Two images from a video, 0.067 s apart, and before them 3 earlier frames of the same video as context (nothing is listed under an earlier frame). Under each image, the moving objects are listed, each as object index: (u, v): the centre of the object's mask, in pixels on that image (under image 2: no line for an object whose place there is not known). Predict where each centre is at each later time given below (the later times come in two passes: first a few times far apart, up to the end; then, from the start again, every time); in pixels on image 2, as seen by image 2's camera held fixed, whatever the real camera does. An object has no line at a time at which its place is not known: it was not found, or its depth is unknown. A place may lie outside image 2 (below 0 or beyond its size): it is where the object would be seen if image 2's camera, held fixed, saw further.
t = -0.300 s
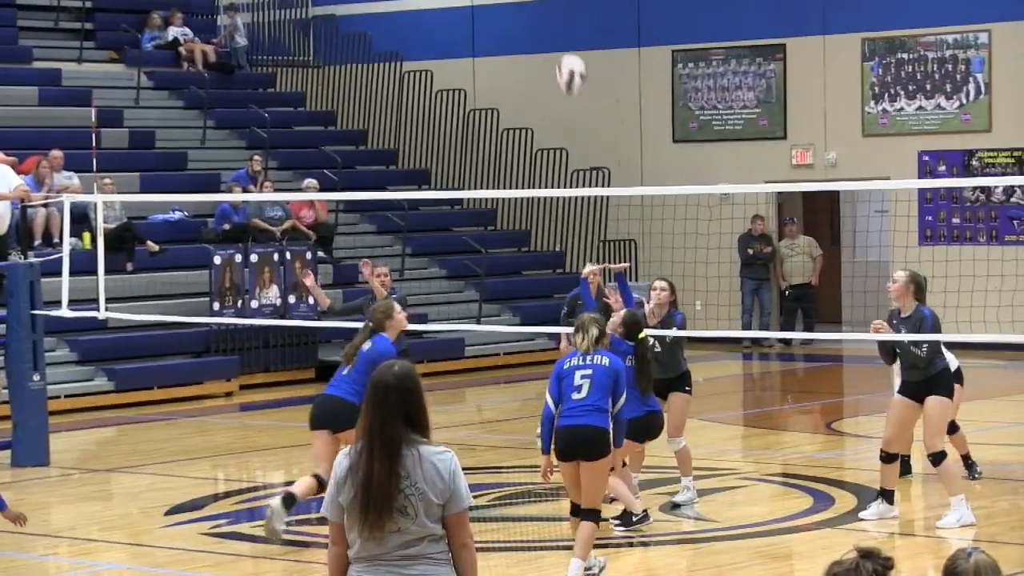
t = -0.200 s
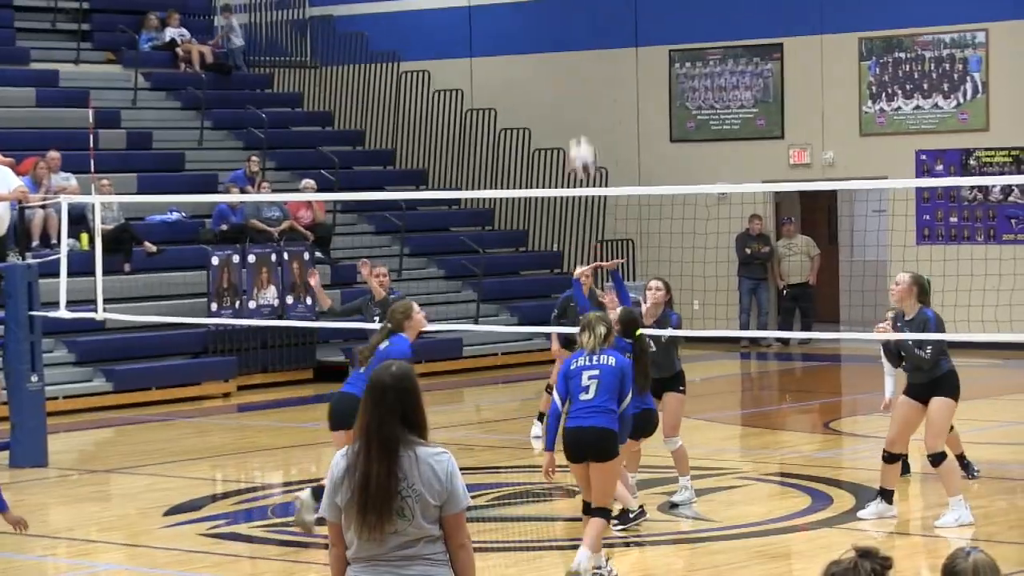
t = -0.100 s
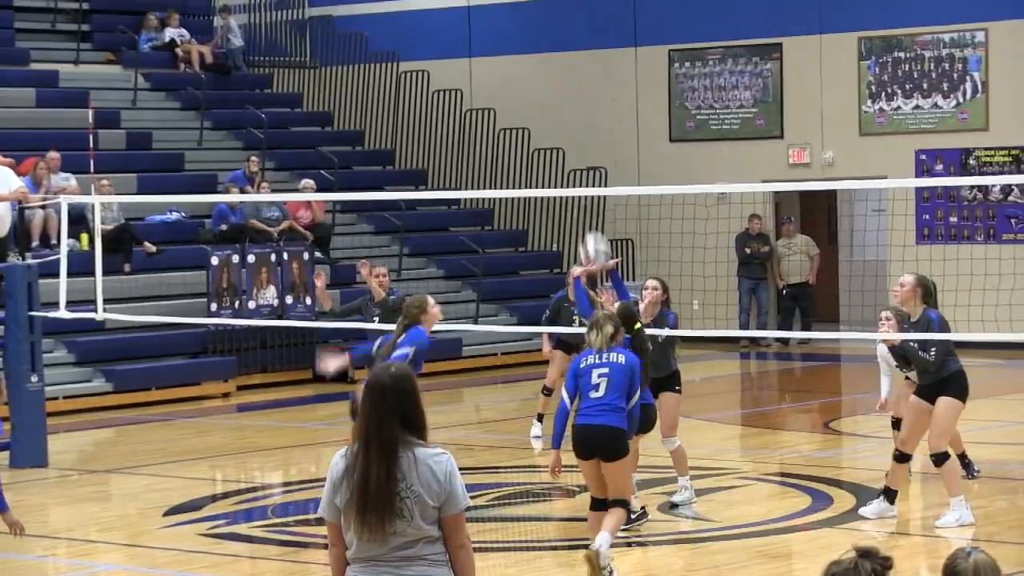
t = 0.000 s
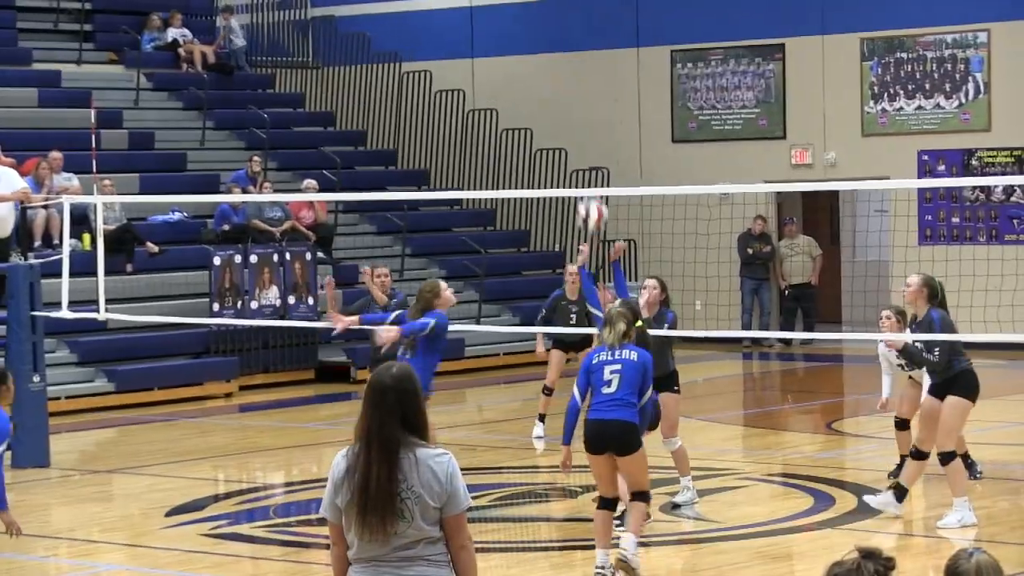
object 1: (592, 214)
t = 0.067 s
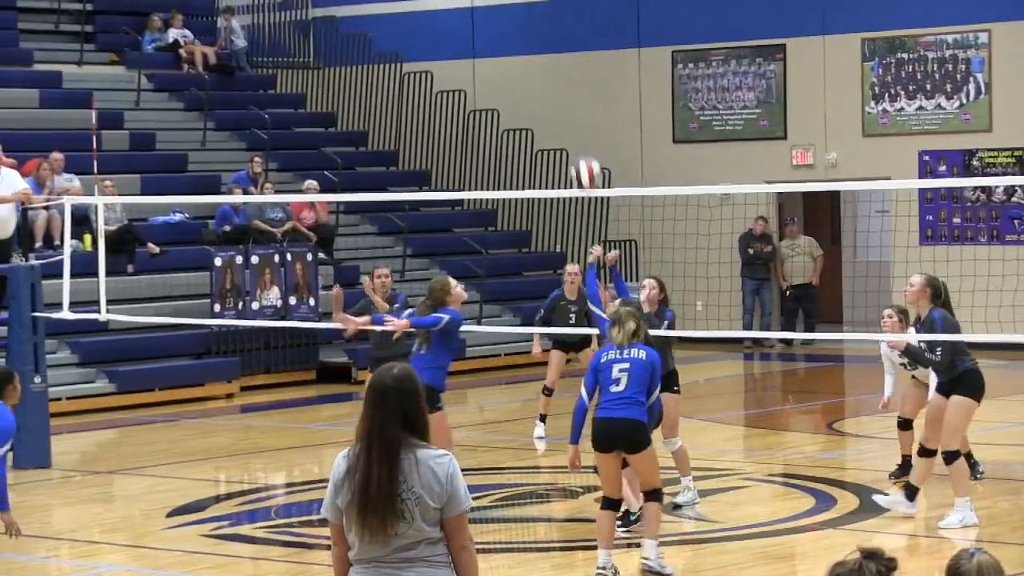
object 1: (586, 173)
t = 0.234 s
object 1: (569, 98)
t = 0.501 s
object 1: (542, 65)
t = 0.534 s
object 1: (543, 70)
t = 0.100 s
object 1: (583, 154)
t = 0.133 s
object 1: (579, 138)
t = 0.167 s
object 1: (576, 123)
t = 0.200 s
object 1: (572, 109)
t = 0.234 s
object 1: (569, 98)
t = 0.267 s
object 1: (565, 89)
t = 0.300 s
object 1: (562, 81)
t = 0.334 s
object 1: (559, 75)
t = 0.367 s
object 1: (556, 72)
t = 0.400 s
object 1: (552, 68)
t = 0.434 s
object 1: (549, 66)
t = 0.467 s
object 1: (544, 63)
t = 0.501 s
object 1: (542, 65)
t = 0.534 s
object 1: (543, 70)
